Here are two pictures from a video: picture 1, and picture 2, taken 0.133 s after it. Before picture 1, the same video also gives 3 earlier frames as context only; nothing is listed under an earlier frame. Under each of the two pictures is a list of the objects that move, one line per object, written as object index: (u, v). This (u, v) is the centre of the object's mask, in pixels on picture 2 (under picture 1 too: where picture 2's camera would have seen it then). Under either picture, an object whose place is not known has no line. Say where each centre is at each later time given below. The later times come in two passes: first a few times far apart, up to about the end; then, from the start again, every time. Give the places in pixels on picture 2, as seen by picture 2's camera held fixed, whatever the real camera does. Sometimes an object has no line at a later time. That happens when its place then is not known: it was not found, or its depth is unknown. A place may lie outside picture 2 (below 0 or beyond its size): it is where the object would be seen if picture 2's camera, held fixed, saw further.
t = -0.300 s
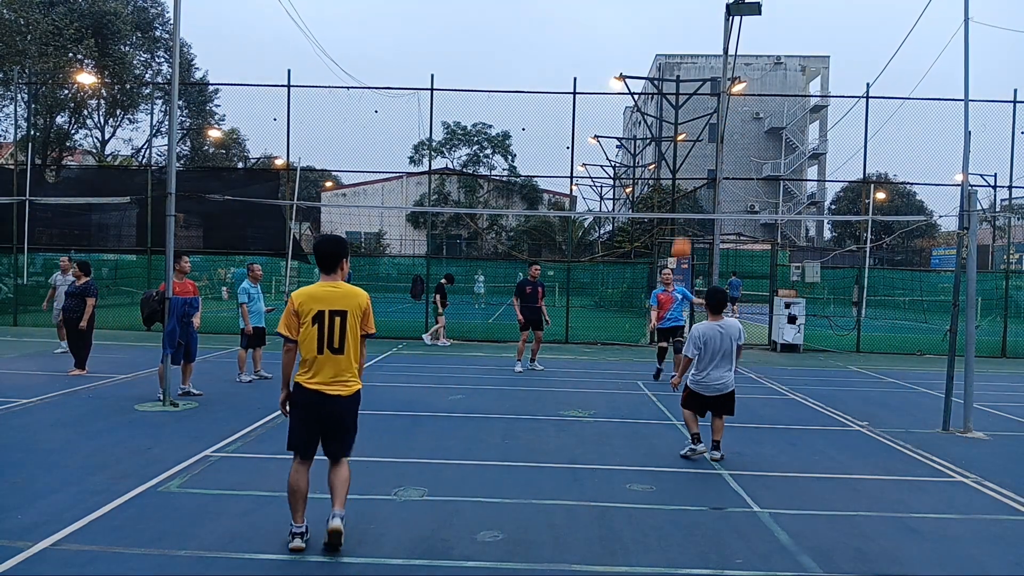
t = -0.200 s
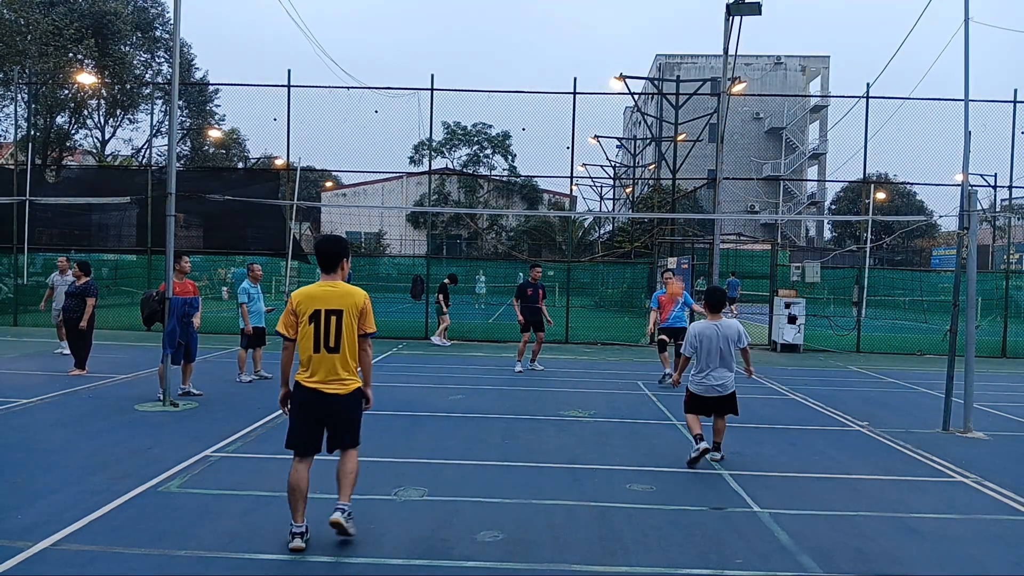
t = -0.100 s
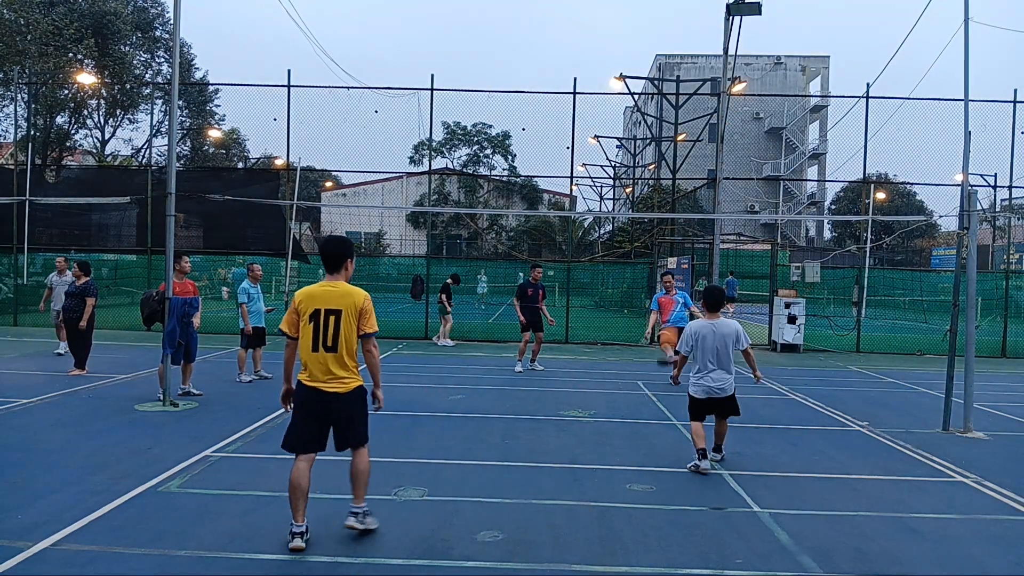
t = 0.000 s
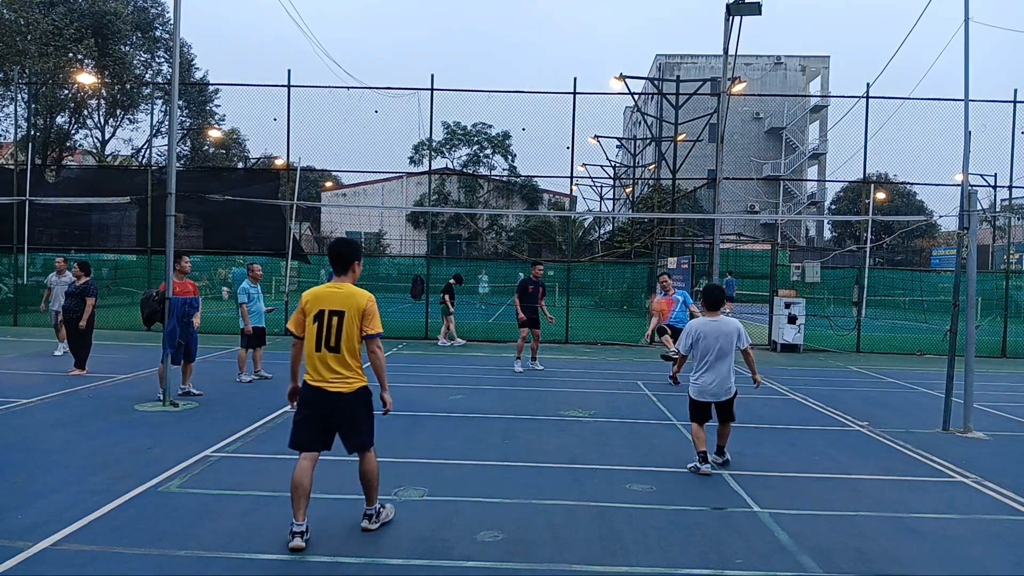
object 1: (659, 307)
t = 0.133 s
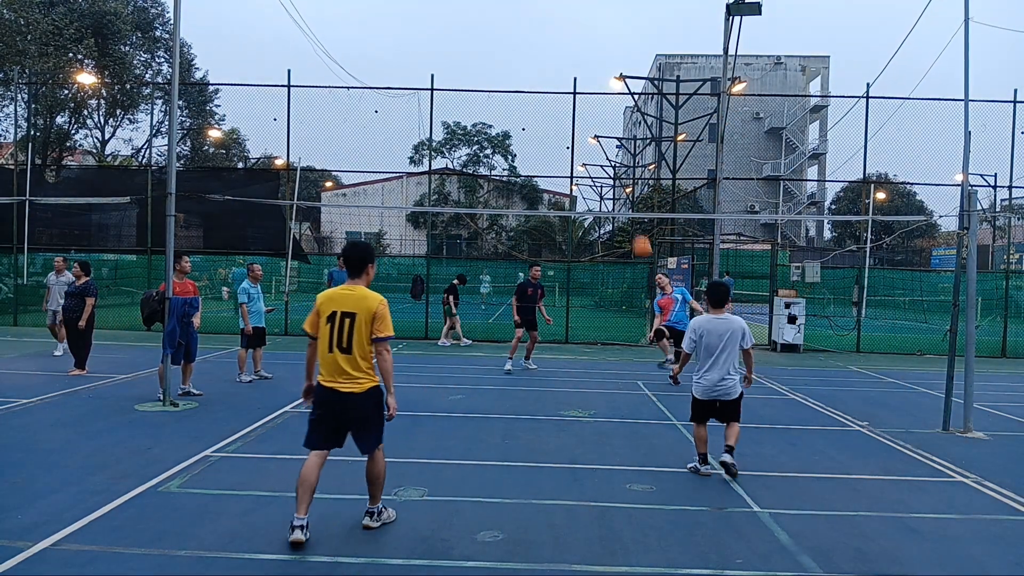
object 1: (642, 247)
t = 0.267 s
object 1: (627, 202)
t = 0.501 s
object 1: (597, 150)
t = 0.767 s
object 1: (560, 140)
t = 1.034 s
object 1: (523, 185)
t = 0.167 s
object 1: (638, 234)
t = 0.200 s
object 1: (635, 224)
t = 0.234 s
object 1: (631, 210)
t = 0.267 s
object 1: (627, 202)
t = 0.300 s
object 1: (622, 191)
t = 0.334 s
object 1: (618, 181)
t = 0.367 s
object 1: (614, 174)
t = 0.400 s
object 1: (610, 167)
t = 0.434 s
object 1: (605, 160)
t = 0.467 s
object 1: (601, 155)
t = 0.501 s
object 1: (597, 150)
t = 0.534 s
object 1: (592, 145)
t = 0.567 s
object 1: (588, 142)
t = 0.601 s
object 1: (583, 140)
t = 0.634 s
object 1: (579, 138)
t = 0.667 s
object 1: (574, 137)
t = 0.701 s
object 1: (570, 137)
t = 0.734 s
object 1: (565, 138)
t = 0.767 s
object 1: (560, 140)
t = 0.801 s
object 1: (556, 142)
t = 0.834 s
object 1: (551, 146)
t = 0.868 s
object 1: (547, 150)
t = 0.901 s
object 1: (542, 156)
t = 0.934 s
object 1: (537, 162)
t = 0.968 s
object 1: (532, 169)
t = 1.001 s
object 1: (527, 177)
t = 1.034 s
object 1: (523, 185)
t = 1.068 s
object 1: (518, 194)
